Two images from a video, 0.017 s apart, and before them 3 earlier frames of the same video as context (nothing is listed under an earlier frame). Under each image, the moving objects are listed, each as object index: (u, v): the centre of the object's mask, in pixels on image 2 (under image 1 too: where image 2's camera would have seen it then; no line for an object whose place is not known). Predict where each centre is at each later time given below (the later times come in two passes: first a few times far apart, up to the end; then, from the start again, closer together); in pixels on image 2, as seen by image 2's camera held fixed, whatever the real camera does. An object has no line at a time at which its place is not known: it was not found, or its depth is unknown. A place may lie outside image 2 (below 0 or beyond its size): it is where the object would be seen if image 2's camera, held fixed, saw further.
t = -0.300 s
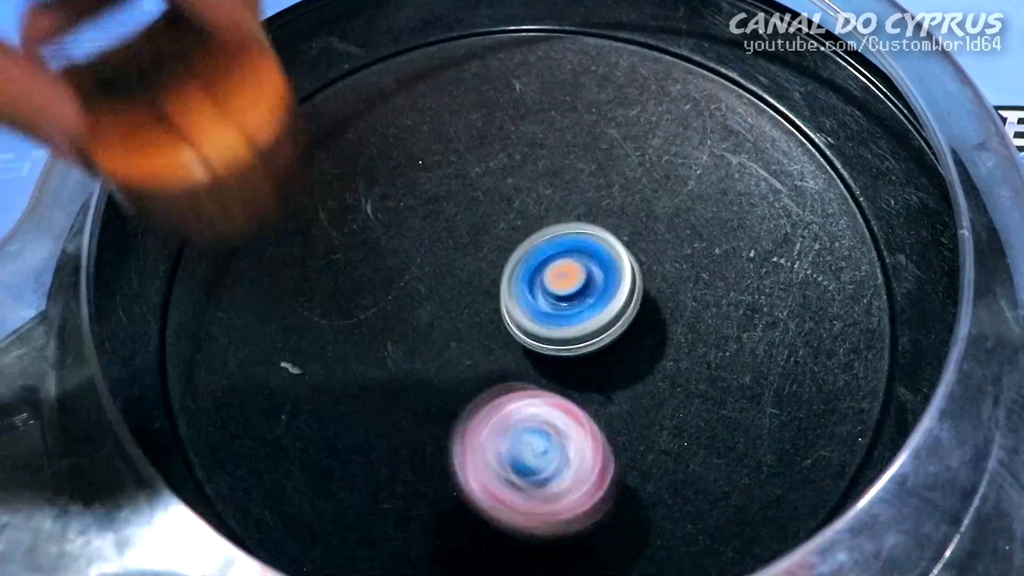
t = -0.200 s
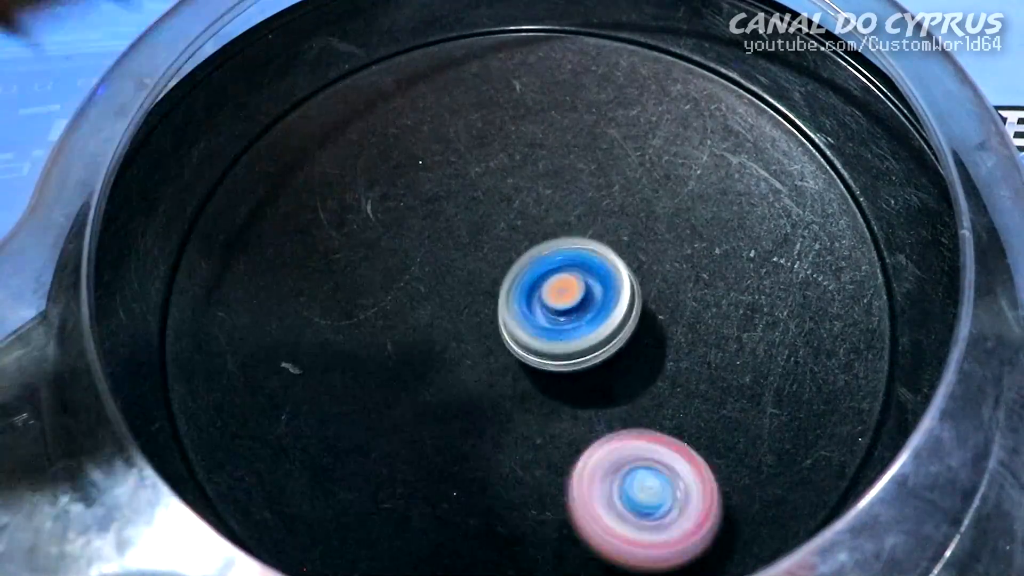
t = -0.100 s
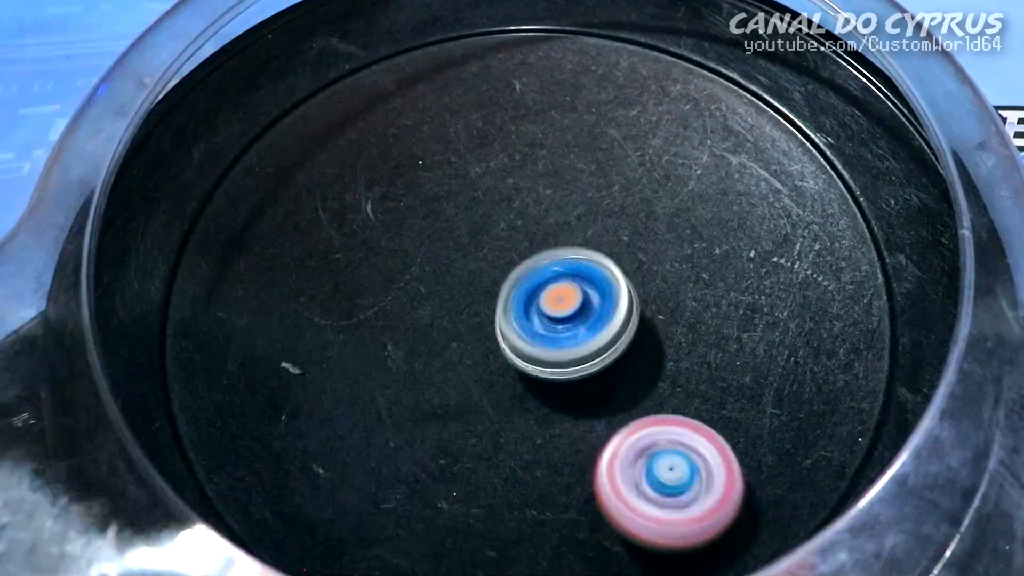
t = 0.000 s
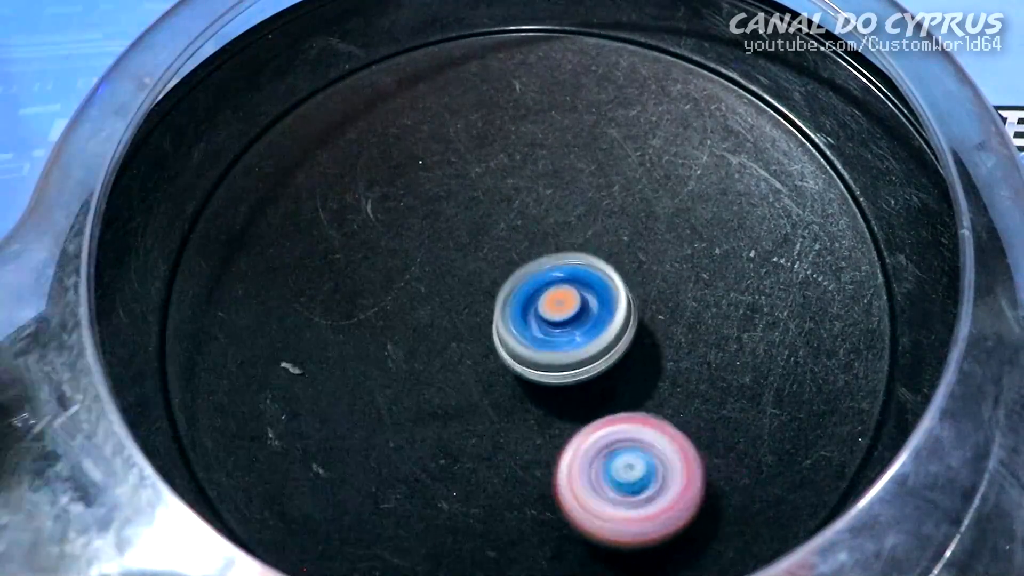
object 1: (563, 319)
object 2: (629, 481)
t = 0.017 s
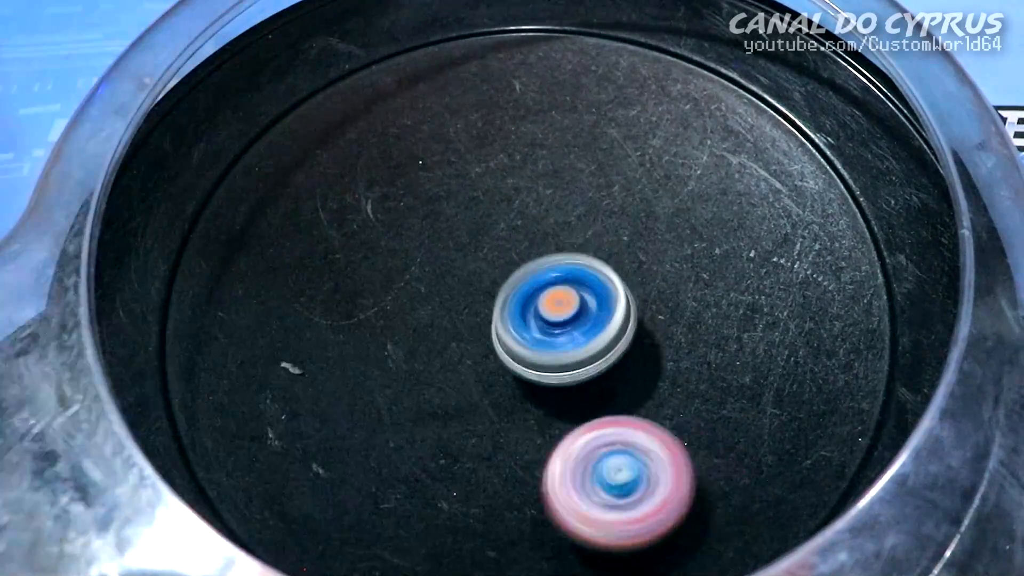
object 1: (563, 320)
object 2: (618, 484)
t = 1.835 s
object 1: (512, 270)
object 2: (805, 326)
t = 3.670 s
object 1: (518, 333)
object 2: (501, 110)
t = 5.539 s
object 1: (542, 271)
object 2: (325, 350)
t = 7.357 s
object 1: (532, 268)
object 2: (701, 276)
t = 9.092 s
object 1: (474, 295)
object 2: (323, 343)
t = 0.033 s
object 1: (562, 320)
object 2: (605, 487)
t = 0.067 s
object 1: (560, 322)
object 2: (573, 490)
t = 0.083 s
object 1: (559, 323)
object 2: (555, 489)
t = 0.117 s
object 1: (557, 324)
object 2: (522, 479)
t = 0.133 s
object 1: (556, 324)
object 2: (508, 470)
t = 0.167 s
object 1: (555, 325)
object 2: (488, 445)
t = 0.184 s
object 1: (561, 318)
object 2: (464, 443)
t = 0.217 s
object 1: (580, 299)
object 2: (412, 442)
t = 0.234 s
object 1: (588, 292)
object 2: (390, 436)
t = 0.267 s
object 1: (598, 280)
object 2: (356, 417)
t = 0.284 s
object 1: (601, 277)
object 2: (345, 404)
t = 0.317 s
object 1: (604, 274)
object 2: (331, 371)
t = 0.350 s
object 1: (602, 273)
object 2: (332, 333)
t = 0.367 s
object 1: (600, 272)
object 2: (335, 313)
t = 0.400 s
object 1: (595, 272)
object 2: (352, 274)
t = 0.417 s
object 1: (593, 272)
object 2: (363, 256)
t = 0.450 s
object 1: (586, 272)
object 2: (393, 222)
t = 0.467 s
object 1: (583, 273)
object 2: (411, 208)
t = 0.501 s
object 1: (577, 274)
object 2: (452, 184)
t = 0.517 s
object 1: (574, 274)
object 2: (473, 175)
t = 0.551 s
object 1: (567, 275)
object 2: (519, 161)
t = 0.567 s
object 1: (564, 275)
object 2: (543, 157)
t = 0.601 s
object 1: (558, 275)
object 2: (589, 154)
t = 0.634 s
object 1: (553, 276)
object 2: (637, 160)
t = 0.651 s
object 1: (550, 276)
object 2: (660, 165)
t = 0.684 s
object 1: (545, 275)
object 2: (705, 183)
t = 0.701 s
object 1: (542, 276)
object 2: (726, 194)
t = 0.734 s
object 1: (538, 275)
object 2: (763, 223)
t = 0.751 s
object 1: (536, 275)
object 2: (779, 240)
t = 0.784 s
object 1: (533, 275)
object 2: (805, 281)
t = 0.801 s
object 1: (531, 274)
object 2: (812, 301)
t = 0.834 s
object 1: (528, 274)
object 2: (819, 349)
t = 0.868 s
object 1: (525, 274)
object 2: (808, 399)
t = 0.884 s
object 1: (524, 273)
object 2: (798, 421)
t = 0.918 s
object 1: (522, 272)
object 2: (763, 465)
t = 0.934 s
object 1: (521, 273)
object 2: (742, 484)
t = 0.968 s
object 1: (519, 272)
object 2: (689, 511)
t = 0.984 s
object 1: (518, 271)
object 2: (659, 517)
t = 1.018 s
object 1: (516, 271)
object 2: (598, 523)
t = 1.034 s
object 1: (515, 271)
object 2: (566, 524)
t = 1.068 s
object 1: (513, 270)
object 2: (503, 519)
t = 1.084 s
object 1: (513, 270)
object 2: (474, 514)
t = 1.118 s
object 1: (511, 270)
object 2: (422, 493)
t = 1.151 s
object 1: (510, 269)
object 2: (379, 459)
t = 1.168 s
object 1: (510, 269)
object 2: (362, 439)
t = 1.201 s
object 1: (509, 268)
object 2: (336, 398)
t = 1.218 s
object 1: (508, 268)
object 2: (327, 375)
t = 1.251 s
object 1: (508, 268)
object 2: (317, 330)
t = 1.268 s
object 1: (507, 268)
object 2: (315, 308)
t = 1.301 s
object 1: (507, 268)
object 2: (320, 263)
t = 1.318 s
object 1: (507, 268)
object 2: (326, 242)
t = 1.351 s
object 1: (507, 267)
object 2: (345, 203)
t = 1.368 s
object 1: (506, 267)
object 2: (356, 185)
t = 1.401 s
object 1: (506, 268)
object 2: (386, 152)
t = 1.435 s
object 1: (506, 268)
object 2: (420, 124)
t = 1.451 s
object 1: (506, 268)
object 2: (438, 112)
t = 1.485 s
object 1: (506, 268)
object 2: (480, 92)
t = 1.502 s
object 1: (505, 268)
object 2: (501, 84)
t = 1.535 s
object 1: (505, 269)
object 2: (545, 75)
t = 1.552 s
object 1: (504, 268)
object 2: (568, 73)
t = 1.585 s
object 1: (504, 269)
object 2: (616, 75)
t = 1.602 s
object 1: (504, 269)
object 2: (639, 78)
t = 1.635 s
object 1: (504, 269)
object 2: (683, 92)
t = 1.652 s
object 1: (504, 269)
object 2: (706, 103)
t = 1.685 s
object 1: (505, 270)
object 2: (742, 130)
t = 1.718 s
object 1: (506, 270)
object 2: (775, 165)
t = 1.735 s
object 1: (506, 270)
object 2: (787, 184)
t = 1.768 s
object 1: (508, 270)
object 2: (805, 229)
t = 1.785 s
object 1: (508, 270)
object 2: (810, 252)
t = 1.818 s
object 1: (511, 270)
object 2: (810, 300)
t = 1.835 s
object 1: (512, 270)
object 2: (805, 326)
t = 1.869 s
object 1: (514, 270)
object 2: (784, 374)
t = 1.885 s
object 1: (515, 271)
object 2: (769, 397)
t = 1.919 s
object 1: (518, 271)
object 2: (730, 437)
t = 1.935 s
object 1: (519, 271)
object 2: (706, 454)
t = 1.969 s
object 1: (522, 272)
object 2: (651, 483)
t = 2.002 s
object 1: (524, 273)
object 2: (591, 500)
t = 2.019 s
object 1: (525, 273)
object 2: (560, 505)
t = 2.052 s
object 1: (528, 274)
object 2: (497, 507)
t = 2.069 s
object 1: (529, 274)
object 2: (466, 504)
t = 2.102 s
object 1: (532, 274)
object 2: (409, 491)
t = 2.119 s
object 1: (533, 274)
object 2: (382, 481)
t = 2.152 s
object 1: (535, 274)
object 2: (334, 454)
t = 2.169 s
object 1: (536, 274)
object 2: (314, 437)
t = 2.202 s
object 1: (538, 274)
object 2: (278, 400)
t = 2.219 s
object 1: (539, 274)
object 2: (264, 380)
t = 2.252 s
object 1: (541, 275)
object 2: (244, 339)
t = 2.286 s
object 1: (544, 275)
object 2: (236, 295)
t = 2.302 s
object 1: (544, 275)
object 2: (236, 273)
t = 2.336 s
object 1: (546, 276)
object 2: (242, 230)
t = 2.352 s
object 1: (548, 276)
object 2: (249, 210)
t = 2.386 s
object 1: (549, 277)
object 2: (269, 171)
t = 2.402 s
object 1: (550, 278)
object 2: (282, 155)
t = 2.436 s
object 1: (552, 278)
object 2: (314, 124)
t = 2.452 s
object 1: (553, 280)
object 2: (332, 110)
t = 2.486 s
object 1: (554, 281)
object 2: (370, 88)
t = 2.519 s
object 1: (555, 282)
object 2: (411, 73)
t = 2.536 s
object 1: (556, 284)
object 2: (434, 68)
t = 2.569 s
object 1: (557, 285)
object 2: (481, 63)
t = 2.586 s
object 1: (558, 286)
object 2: (505, 64)
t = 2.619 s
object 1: (559, 289)
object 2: (551, 70)
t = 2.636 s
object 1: (559, 289)
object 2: (575, 76)
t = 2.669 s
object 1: (560, 292)
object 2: (621, 93)
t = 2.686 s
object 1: (560, 293)
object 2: (641, 104)
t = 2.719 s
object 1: (561, 294)
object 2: (679, 131)
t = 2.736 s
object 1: (561, 295)
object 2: (697, 149)
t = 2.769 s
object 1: (561, 297)
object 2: (727, 186)
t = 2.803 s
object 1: (561, 299)
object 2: (749, 227)
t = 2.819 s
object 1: (561, 300)
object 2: (758, 250)
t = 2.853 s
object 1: (561, 302)
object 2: (768, 297)
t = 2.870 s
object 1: (561, 303)
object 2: (769, 321)
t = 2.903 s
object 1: (561, 305)
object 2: (764, 372)
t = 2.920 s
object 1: (560, 305)
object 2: (756, 396)
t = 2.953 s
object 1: (560, 308)
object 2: (733, 442)
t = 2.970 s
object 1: (560, 309)
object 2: (716, 465)
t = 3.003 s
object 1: (560, 311)
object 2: (676, 504)
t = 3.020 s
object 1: (559, 312)
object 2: (653, 515)
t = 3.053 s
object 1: (559, 314)
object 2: (599, 531)
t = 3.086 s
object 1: (558, 316)
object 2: (540, 540)
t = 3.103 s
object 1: (557, 317)
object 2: (508, 542)
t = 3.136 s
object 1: (555, 319)
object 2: (445, 543)
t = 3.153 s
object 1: (554, 321)
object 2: (413, 541)
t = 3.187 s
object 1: (552, 322)
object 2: (353, 534)
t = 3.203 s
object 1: (551, 324)
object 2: (327, 527)
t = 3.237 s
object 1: (549, 326)
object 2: (285, 507)
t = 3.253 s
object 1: (548, 326)
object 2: (265, 491)
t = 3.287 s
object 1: (546, 328)
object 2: (233, 455)
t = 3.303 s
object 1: (545, 328)
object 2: (221, 435)
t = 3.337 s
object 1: (543, 329)
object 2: (208, 392)
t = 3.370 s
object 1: (541, 331)
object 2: (204, 348)
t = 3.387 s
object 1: (540, 330)
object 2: (207, 326)
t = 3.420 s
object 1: (538, 332)
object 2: (218, 283)
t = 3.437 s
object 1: (537, 332)
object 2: (228, 263)
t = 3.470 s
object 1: (534, 333)
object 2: (253, 225)
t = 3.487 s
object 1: (533, 333)
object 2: (267, 208)
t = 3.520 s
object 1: (531, 333)
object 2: (302, 177)
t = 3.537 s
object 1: (529, 333)
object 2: (322, 165)
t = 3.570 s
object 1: (526, 334)
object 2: (364, 142)
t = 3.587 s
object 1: (525, 333)
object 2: (387, 133)
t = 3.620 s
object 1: (522, 334)
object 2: (431, 120)
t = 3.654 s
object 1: (519, 333)
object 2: (477, 111)
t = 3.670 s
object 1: (518, 333)
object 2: (501, 110)
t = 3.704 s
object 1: (515, 333)
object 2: (548, 109)
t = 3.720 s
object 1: (514, 332)
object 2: (572, 112)
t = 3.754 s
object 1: (511, 332)
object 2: (621, 121)
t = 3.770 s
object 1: (510, 332)
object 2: (643, 128)
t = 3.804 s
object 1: (507, 331)
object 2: (687, 146)
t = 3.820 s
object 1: (506, 331)
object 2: (707, 156)
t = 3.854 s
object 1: (504, 329)
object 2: (746, 183)
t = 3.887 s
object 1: (502, 329)
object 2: (780, 215)
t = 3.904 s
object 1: (501, 328)
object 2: (796, 233)
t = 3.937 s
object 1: (499, 327)
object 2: (819, 272)
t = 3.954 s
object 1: (498, 327)
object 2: (829, 294)
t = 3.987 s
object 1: (496, 325)
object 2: (839, 340)
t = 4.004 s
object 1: (496, 325)
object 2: (840, 364)
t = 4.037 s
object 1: (494, 324)
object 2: (834, 411)
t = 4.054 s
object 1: (493, 324)
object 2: (824, 433)
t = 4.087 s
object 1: (491, 323)
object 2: (796, 474)
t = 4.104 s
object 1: (490, 322)
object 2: (777, 493)
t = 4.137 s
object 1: (489, 321)
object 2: (736, 521)
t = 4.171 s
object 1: (487, 319)
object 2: (689, 537)
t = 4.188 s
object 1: (486, 319)
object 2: (660, 542)
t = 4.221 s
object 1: (485, 317)
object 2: (599, 548)
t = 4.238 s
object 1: (484, 316)
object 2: (566, 548)
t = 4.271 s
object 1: (483, 315)
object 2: (503, 546)
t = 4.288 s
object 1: (483, 313)
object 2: (472, 543)
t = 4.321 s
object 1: (483, 312)
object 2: (417, 534)
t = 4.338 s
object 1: (483, 311)
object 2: (392, 527)
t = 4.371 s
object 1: (483, 309)
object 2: (350, 506)
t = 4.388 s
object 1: (483, 309)
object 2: (333, 487)
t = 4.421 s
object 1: (484, 307)
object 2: (306, 447)
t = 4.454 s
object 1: (484, 307)
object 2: (289, 402)
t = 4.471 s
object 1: (484, 306)
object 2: (284, 380)
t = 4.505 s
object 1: (484, 304)
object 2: (282, 335)
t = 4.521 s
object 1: (484, 304)
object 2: (285, 315)
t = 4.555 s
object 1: (485, 302)
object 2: (296, 275)
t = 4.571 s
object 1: (485, 301)
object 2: (304, 256)
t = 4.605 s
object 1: (486, 299)
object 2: (325, 220)
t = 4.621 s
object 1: (486, 298)
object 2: (338, 204)
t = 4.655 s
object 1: (488, 296)
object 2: (367, 173)
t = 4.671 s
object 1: (489, 294)
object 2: (383, 160)
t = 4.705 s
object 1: (490, 292)
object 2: (417, 137)
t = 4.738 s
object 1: (492, 289)
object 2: (452, 119)
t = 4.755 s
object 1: (493, 289)
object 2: (471, 111)
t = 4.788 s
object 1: (496, 287)
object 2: (509, 101)
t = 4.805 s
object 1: (496, 285)
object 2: (529, 98)
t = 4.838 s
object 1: (499, 284)
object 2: (568, 96)
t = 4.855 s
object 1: (500, 283)
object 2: (588, 97)
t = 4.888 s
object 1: (502, 282)
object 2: (627, 103)
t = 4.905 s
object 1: (503, 281)
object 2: (645, 109)
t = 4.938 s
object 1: (505, 280)
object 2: (680, 124)
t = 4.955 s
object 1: (506, 280)
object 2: (696, 134)
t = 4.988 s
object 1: (507, 278)
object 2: (725, 158)
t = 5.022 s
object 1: (508, 278)
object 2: (748, 188)
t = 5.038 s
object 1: (509, 277)
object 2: (758, 204)
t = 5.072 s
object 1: (511, 276)
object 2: (771, 239)
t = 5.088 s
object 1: (512, 275)
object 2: (774, 258)
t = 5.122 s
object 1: (514, 274)
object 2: (773, 297)
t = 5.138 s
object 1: (515, 274)
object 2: (769, 317)
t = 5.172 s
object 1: (518, 273)
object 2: (753, 357)
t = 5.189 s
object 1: (519, 274)
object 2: (741, 374)
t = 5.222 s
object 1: (522, 273)
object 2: (710, 407)
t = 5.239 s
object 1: (523, 273)
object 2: (690, 420)
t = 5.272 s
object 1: (525, 274)
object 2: (647, 443)
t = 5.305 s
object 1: (527, 273)
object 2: (600, 457)
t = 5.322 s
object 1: (528, 273)
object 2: (576, 462)
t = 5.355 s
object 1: (530, 272)
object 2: (526, 464)
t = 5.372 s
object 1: (531, 271)
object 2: (502, 463)
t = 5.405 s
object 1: (534, 270)
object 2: (455, 454)
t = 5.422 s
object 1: (535, 270)
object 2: (433, 447)
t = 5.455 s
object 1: (537, 270)
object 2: (393, 425)
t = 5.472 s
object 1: (538, 270)
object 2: (376, 412)
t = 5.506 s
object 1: (540, 271)
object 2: (346, 383)
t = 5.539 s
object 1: (542, 271)
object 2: (325, 350)
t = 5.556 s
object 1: (543, 272)
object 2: (318, 333)
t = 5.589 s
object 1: (544, 273)
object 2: (308, 299)
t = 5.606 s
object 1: (545, 273)
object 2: (307, 282)
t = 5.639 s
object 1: (546, 274)
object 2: (309, 247)
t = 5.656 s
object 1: (547, 274)
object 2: (313, 231)
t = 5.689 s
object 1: (548, 275)
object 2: (327, 199)
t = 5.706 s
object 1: (549, 275)
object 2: (337, 185)
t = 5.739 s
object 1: (551, 276)
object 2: (361, 161)
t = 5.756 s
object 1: (552, 277)
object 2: (375, 151)
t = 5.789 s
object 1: (553, 278)
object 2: (405, 135)
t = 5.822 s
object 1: (555, 281)
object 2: (438, 123)
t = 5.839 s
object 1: (555, 281)
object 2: (454, 121)
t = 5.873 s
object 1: (556, 284)
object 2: (488, 118)
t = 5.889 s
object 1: (556, 285)
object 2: (505, 119)
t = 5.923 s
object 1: (557, 287)
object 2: (538, 126)
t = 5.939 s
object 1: (558, 288)
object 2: (554, 131)
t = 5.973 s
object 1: (558, 290)
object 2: (586, 145)
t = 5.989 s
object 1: (559, 291)
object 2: (602, 155)
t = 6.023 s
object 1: (559, 292)
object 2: (629, 178)
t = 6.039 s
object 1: (560, 294)
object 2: (642, 192)
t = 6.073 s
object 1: (556, 298)
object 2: (667, 219)
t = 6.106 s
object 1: (545, 306)
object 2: (710, 237)
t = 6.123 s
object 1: (541, 309)
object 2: (726, 248)
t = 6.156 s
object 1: (537, 313)
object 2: (750, 278)
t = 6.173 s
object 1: (535, 314)
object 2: (760, 294)
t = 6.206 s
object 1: (534, 317)
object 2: (773, 330)
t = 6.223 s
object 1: (534, 318)
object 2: (776, 349)
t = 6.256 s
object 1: (534, 320)
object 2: (774, 388)
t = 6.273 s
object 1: (535, 322)
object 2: (769, 405)
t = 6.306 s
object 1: (535, 324)
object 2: (748, 440)
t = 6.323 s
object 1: (535, 326)
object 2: (735, 455)
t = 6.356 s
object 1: (534, 328)
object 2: (700, 482)
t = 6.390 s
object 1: (534, 332)
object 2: (657, 500)
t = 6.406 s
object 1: (533, 333)
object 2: (634, 505)
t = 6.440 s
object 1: (531, 335)
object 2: (588, 509)
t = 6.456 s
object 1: (530, 336)
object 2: (565, 507)
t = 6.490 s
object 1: (529, 337)
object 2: (519, 499)
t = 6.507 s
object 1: (528, 338)
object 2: (497, 491)
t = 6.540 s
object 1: (527, 338)
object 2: (459, 470)
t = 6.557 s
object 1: (527, 339)
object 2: (442, 456)
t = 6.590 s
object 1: (525, 339)
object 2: (415, 429)
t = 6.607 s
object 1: (532, 335)
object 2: (386, 419)
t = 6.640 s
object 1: (557, 318)
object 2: (320, 409)
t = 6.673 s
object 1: (576, 304)
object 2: (277, 391)
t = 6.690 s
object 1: (583, 298)
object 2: (261, 380)
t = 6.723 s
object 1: (592, 291)
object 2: (242, 351)
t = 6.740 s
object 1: (594, 288)
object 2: (238, 336)
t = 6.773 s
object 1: (594, 285)
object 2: (236, 301)
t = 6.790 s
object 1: (594, 283)
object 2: (238, 283)
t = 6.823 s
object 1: (592, 282)
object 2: (248, 250)
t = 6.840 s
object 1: (590, 280)
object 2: (255, 233)
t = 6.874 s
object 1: (586, 279)
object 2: (273, 202)
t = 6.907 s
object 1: (581, 277)
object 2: (297, 176)
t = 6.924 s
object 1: (579, 277)
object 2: (311, 164)
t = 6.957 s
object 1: (574, 275)
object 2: (340, 144)
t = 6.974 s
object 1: (572, 275)
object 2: (356, 136)
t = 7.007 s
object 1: (567, 272)
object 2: (390, 122)
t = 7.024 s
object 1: (565, 272)
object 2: (408, 116)
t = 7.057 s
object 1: (561, 270)
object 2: (445, 111)
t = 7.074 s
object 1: (558, 270)
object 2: (464, 110)
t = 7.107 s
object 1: (554, 269)
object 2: (501, 111)
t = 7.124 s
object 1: (552, 268)
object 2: (519, 114)
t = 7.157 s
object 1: (549, 267)
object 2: (557, 124)
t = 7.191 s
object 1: (546, 267)
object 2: (590, 139)
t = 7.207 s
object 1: (544, 266)
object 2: (606, 148)
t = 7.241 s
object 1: (542, 266)
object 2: (636, 170)
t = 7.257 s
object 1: (541, 266)
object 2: (649, 183)
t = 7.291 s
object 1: (538, 267)
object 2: (671, 210)
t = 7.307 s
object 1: (537, 267)
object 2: (681, 225)
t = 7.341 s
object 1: (534, 267)
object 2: (696, 258)
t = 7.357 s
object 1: (532, 268)
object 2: (701, 276)
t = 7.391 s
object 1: (530, 267)
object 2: (706, 310)
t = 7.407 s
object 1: (529, 268)
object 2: (706, 328)
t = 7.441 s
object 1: (528, 268)
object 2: (700, 362)
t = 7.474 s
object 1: (527, 269)
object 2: (686, 395)
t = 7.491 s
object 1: (526, 269)
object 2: (676, 410)
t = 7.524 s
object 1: (525, 271)
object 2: (651, 438)
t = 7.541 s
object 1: (524, 271)
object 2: (636, 450)
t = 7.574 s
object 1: (523, 273)
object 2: (601, 470)
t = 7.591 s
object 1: (522, 273)
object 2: (583, 478)
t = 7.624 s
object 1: (521, 275)
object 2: (543, 488)
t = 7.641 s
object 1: (521, 275)
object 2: (522, 490)
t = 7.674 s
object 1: (520, 277)
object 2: (482, 488)
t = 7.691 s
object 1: (520, 277)
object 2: (463, 484)
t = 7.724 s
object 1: (520, 279)
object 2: (427, 471)
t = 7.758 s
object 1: (519, 280)
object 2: (396, 452)
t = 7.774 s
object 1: (519, 281)
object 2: (385, 440)
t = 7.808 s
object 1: (518, 282)
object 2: (366, 413)
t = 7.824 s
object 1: (518, 283)
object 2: (359, 398)
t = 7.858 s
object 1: (517, 283)
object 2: (351, 368)
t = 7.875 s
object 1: (518, 284)
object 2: (351, 352)
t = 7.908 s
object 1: (517, 284)
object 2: (356, 322)
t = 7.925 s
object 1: (517, 286)
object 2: (361, 306)
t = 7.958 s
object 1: (517, 286)
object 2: (377, 279)
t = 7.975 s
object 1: (520, 289)
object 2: (380, 262)
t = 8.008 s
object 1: (534, 296)
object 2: (380, 223)
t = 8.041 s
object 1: (542, 302)
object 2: (392, 192)
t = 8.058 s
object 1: (544, 303)
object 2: (400, 177)
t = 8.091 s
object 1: (548, 306)
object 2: (421, 154)
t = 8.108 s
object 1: (548, 306)
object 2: (434, 143)
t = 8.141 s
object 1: (549, 308)
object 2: (462, 125)
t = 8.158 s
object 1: (549, 308)
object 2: (477, 119)
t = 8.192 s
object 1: (549, 308)
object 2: (510, 111)
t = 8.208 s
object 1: (549, 308)
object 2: (526, 109)
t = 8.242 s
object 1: (549, 308)
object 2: (560, 110)
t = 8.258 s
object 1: (549, 307)
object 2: (577, 115)
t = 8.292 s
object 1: (549, 306)
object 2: (608, 127)
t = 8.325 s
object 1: (549, 306)
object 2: (636, 146)
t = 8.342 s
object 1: (550, 305)
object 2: (649, 159)
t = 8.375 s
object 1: (550, 305)
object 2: (668, 188)
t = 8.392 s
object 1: (550, 304)
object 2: (674, 204)
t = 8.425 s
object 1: (550, 304)
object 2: (681, 238)
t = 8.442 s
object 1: (550, 303)
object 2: (681, 256)
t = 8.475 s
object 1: (521, 309)
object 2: (724, 279)
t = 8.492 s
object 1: (505, 310)
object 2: (745, 291)
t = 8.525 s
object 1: (482, 314)
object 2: (774, 319)
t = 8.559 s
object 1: (468, 317)
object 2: (784, 356)
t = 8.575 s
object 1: (464, 318)
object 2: (784, 375)
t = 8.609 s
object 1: (459, 321)
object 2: (774, 412)
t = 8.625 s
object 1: (458, 321)
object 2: (764, 429)
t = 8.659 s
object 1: (457, 323)
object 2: (739, 460)
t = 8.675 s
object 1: (457, 323)
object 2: (723, 474)
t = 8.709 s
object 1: (457, 326)
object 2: (683, 496)
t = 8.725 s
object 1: (456, 326)
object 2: (662, 503)
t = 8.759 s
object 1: (457, 329)
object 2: (618, 511)
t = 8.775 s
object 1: (456, 329)
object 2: (593, 512)
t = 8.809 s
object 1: (457, 331)
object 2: (548, 509)
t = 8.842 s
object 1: (457, 333)
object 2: (504, 498)
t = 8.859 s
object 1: (457, 333)
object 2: (484, 489)
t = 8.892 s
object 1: (459, 334)
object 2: (448, 468)
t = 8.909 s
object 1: (460, 330)
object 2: (430, 469)
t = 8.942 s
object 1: (465, 314)
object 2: (397, 466)
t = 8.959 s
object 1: (467, 310)
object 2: (381, 458)
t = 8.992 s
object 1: (470, 302)
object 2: (355, 437)
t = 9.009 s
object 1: (471, 301)
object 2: (343, 423)
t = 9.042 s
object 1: (472, 297)
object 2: (328, 393)
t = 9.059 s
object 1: (473, 297)
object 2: (324, 377)
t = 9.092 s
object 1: (474, 295)
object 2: (323, 343)
